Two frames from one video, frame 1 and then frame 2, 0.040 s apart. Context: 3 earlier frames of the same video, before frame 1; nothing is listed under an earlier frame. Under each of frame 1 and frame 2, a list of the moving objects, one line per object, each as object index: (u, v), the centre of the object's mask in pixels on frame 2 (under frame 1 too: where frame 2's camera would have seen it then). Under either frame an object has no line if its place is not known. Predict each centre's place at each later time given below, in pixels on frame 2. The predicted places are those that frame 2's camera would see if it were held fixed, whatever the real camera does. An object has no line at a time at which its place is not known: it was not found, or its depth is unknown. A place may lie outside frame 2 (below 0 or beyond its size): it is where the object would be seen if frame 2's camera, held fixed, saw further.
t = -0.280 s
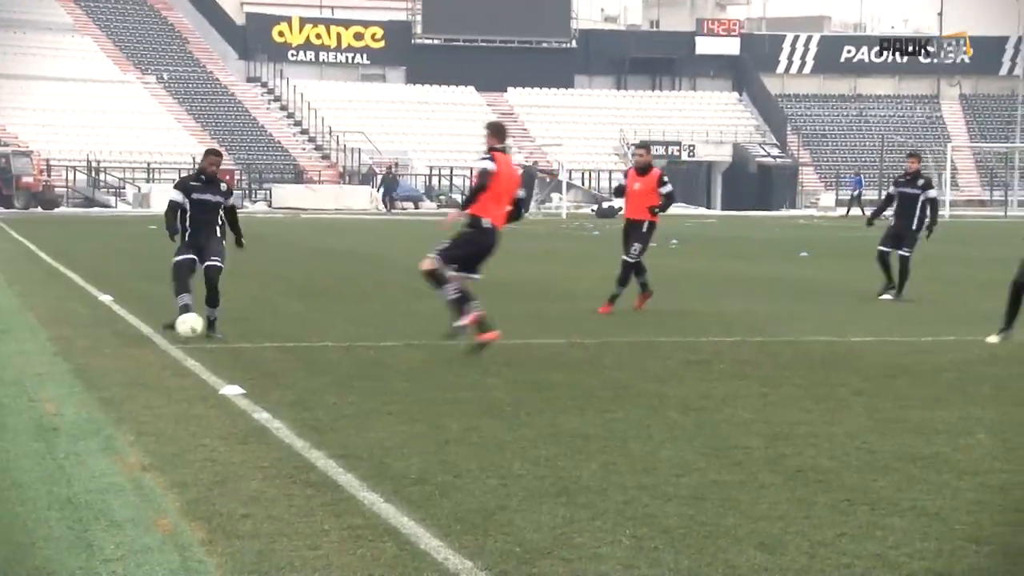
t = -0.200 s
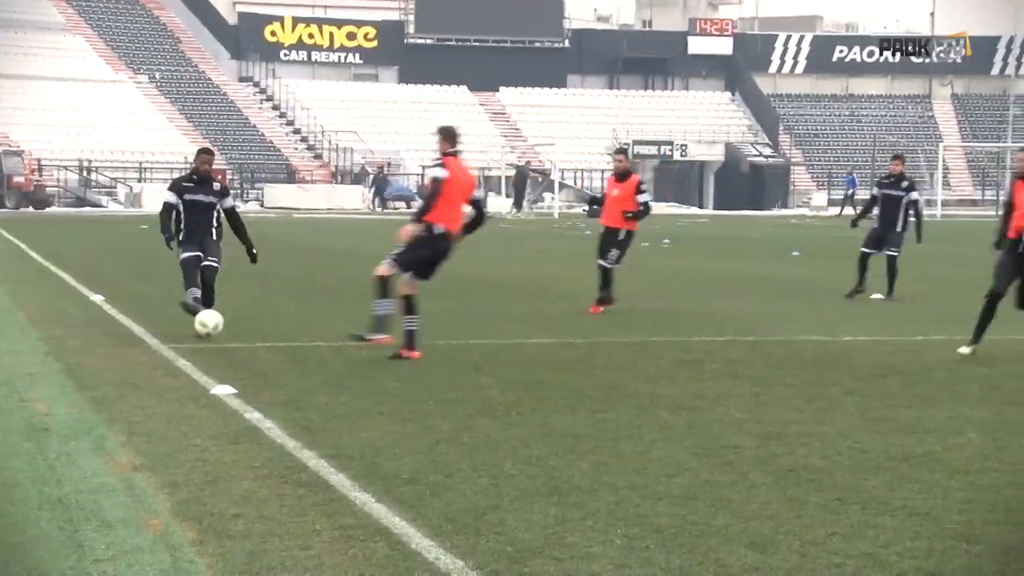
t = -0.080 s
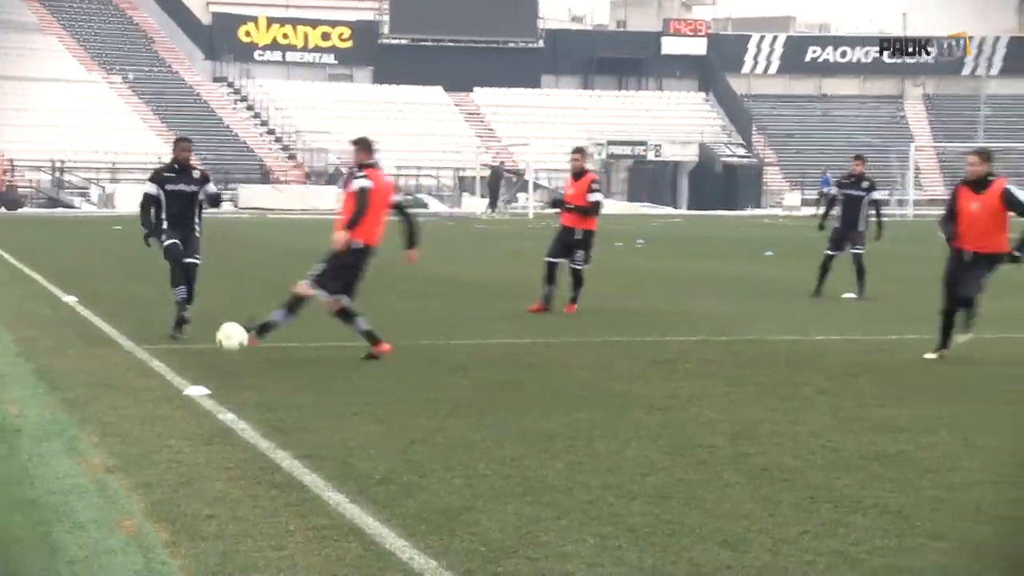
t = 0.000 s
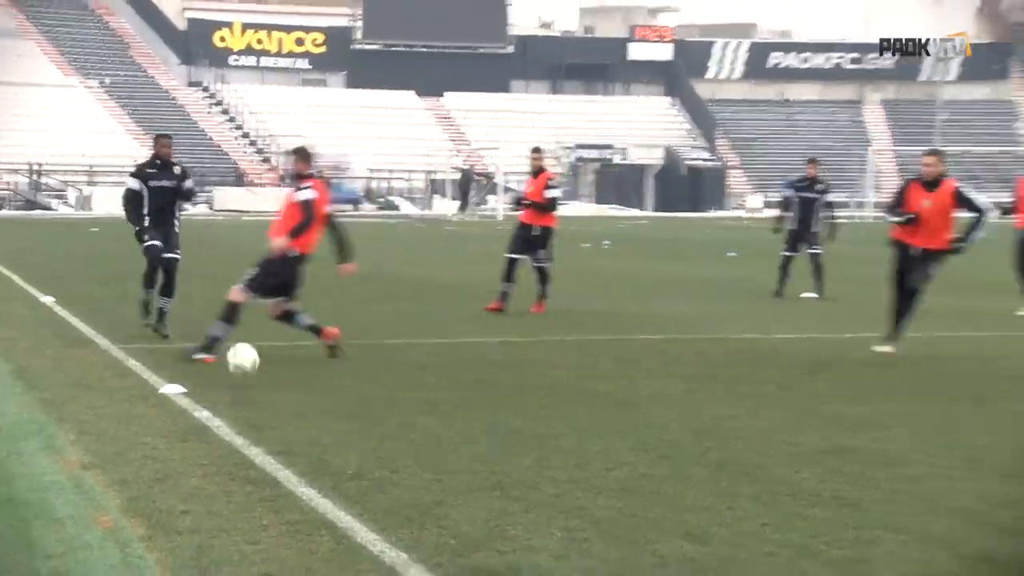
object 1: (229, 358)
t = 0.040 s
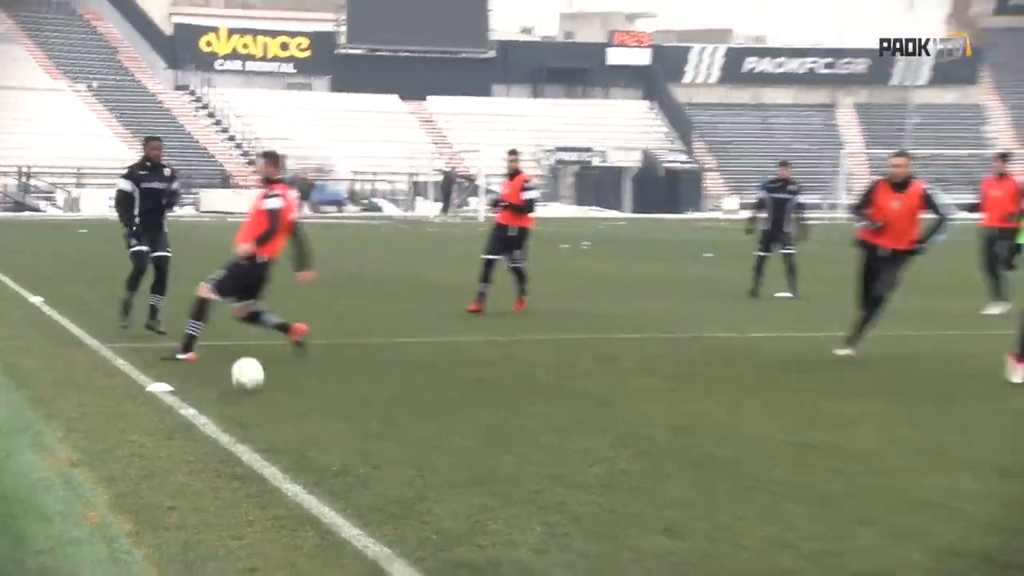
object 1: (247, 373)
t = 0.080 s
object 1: (268, 381)
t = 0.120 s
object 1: (287, 382)
